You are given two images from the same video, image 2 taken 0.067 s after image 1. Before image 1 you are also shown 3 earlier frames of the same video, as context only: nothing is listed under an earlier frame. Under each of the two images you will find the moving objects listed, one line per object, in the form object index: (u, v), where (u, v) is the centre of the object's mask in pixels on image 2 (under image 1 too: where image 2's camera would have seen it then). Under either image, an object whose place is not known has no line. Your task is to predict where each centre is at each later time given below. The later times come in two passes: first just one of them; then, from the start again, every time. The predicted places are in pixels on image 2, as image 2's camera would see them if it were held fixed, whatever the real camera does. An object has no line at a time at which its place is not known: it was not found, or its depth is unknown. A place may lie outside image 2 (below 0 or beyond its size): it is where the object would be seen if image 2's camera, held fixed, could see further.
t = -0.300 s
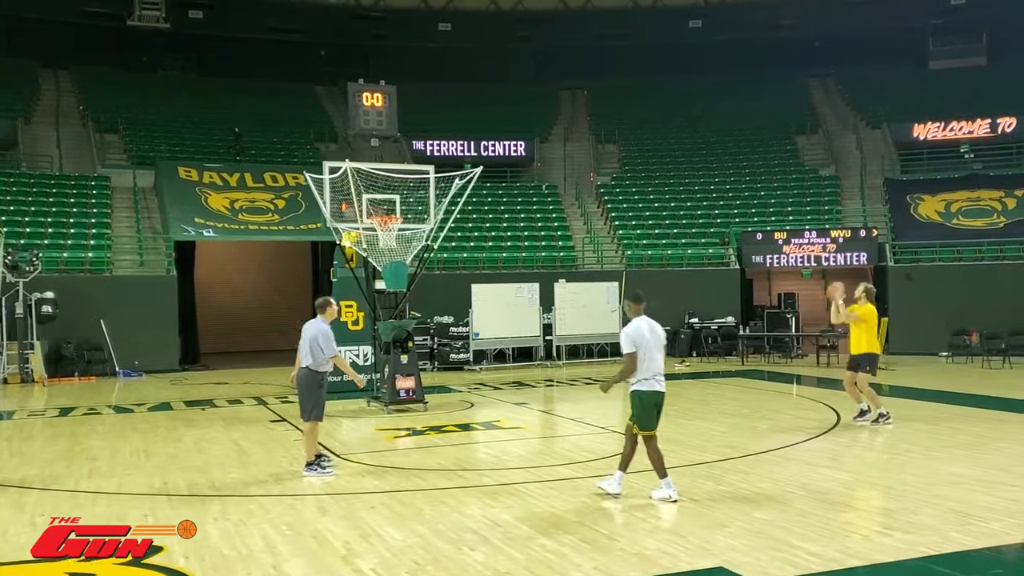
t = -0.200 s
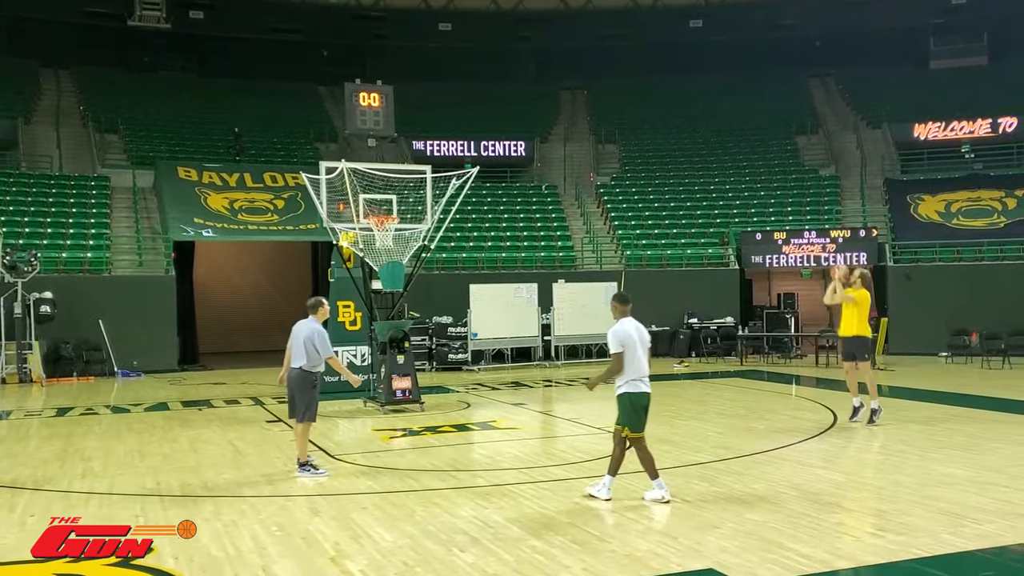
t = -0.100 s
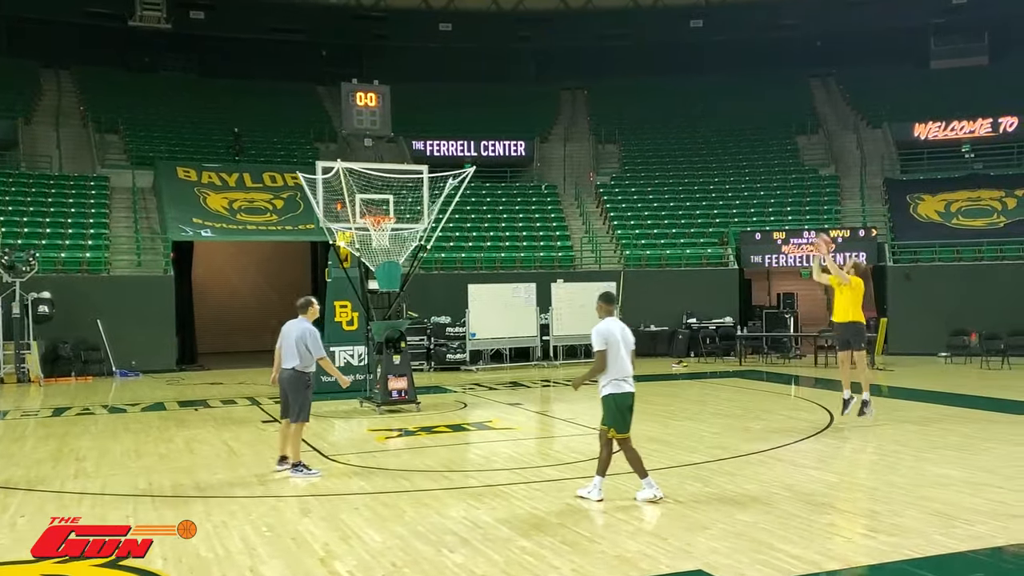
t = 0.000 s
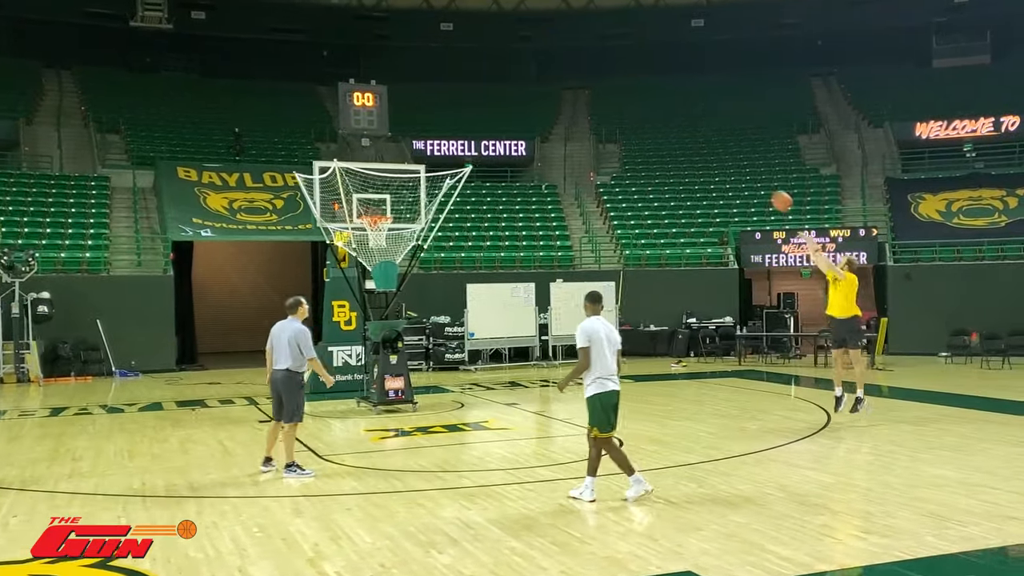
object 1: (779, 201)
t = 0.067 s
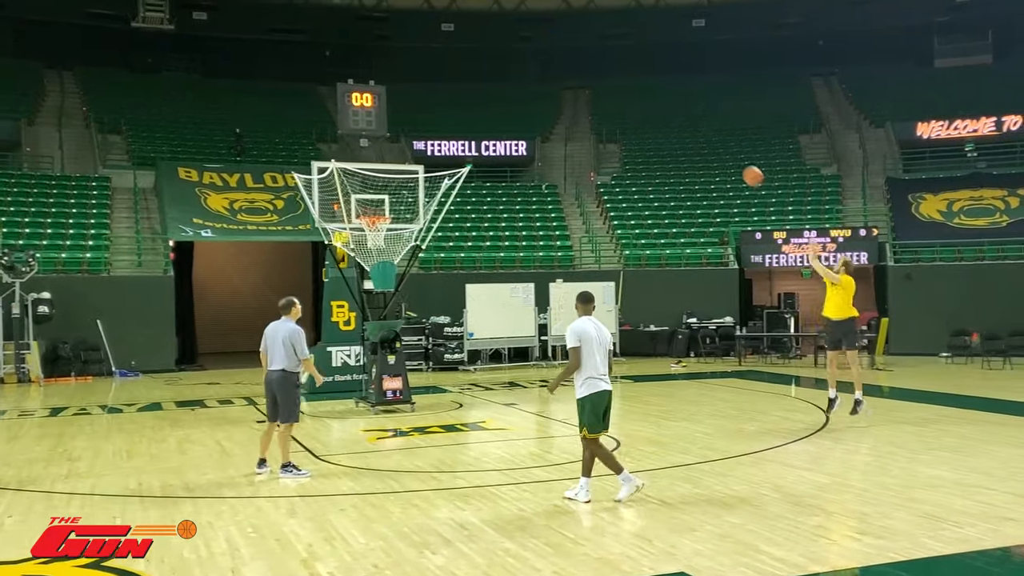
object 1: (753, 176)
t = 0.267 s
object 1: (674, 122)
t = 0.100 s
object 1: (739, 165)
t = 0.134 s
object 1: (726, 155)
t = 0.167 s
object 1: (712, 146)
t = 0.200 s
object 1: (699, 137)
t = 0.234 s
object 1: (686, 129)
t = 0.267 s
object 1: (674, 122)
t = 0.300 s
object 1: (662, 117)
